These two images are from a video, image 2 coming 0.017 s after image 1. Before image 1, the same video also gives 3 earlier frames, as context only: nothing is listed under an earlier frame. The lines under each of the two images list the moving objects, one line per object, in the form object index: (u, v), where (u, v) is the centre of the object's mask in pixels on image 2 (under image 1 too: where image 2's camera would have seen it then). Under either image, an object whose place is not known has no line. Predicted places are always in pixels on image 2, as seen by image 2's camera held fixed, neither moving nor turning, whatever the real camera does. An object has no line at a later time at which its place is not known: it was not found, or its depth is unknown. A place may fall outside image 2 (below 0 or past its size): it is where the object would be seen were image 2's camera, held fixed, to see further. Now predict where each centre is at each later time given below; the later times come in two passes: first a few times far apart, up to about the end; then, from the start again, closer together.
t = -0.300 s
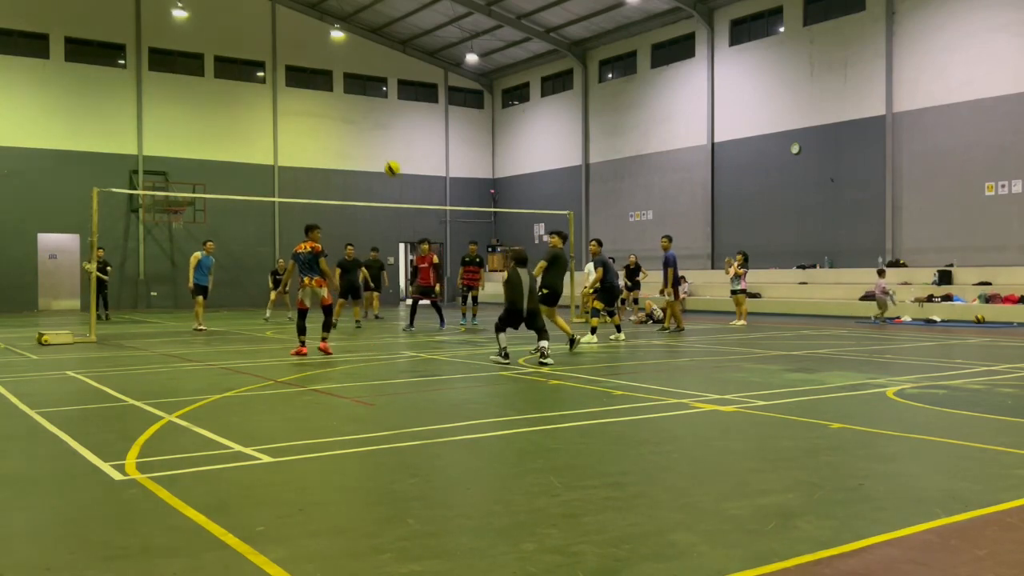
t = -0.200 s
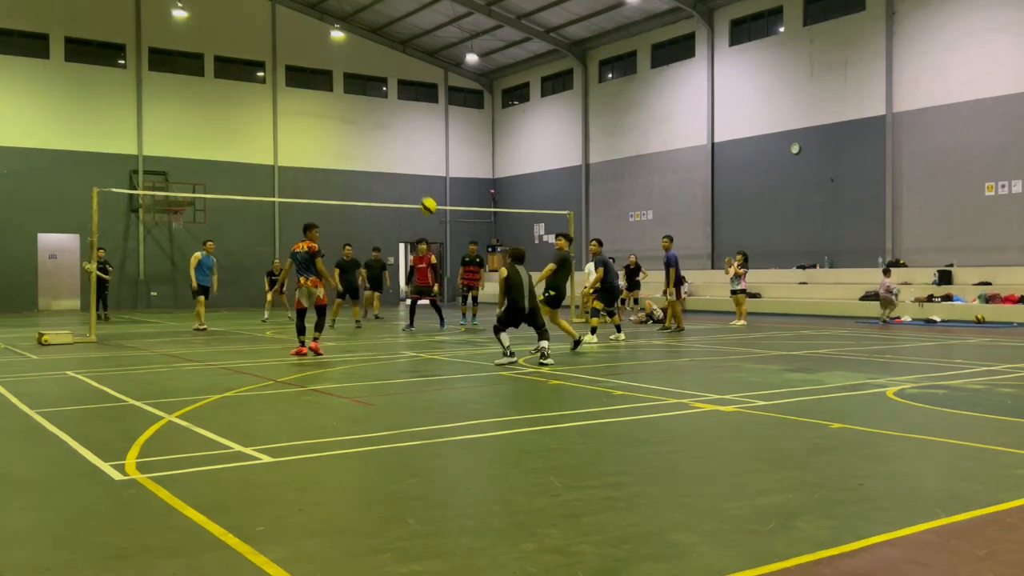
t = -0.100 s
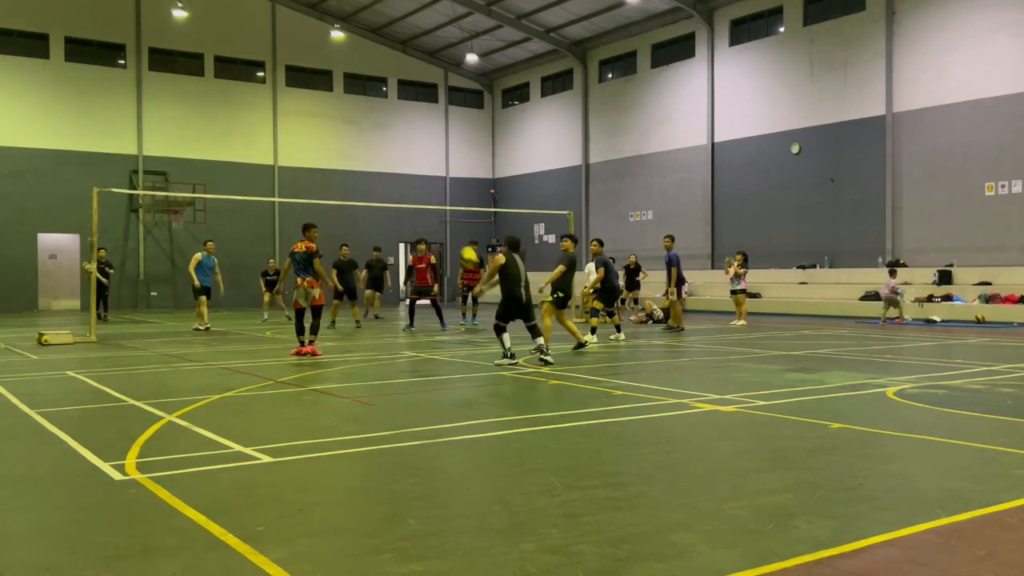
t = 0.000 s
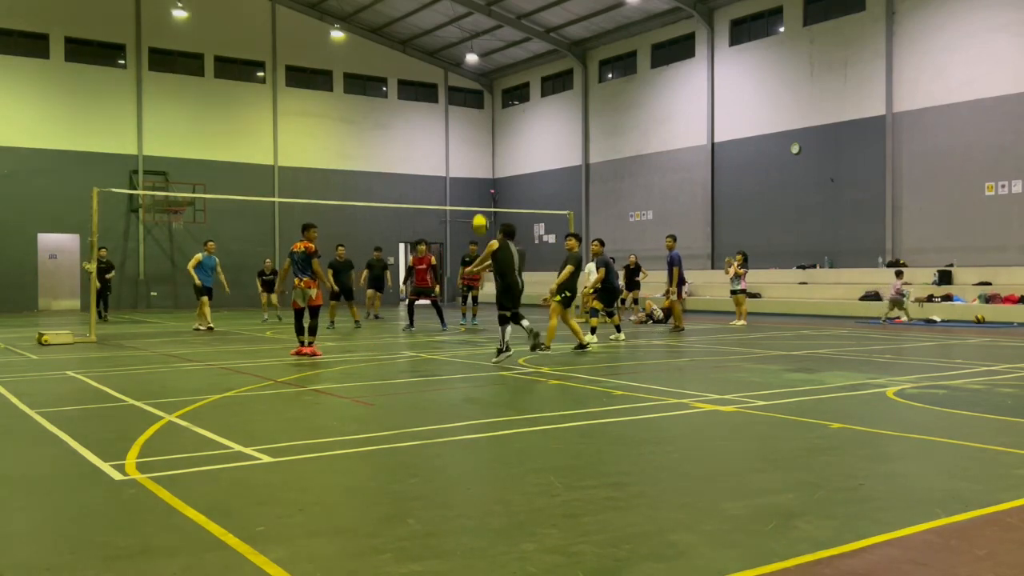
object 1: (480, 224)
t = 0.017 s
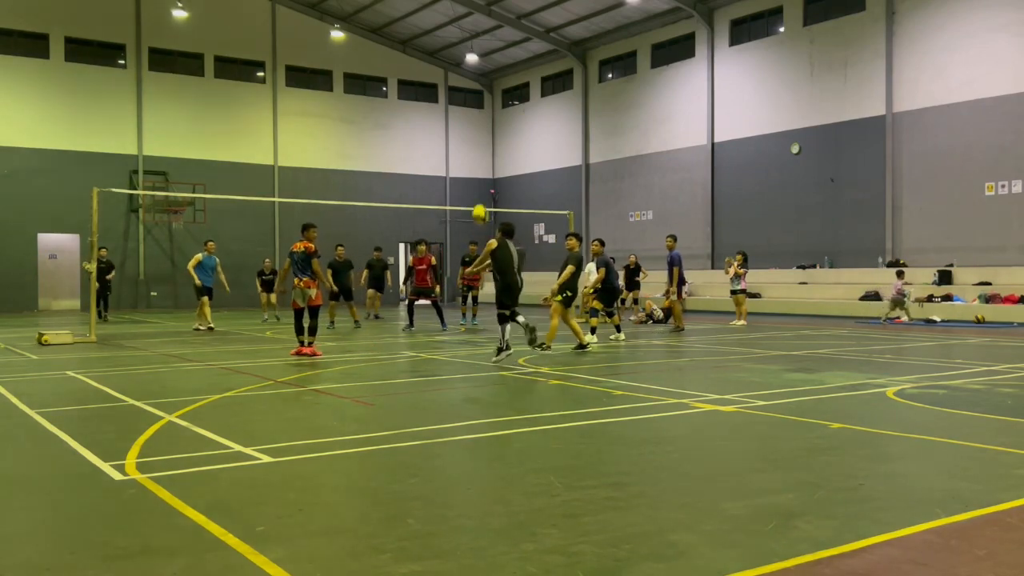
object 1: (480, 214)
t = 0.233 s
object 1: (480, 116)
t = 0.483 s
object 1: (484, 66)
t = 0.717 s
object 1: (488, 61)
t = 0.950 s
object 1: (493, 88)
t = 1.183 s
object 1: (498, 140)
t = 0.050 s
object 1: (480, 195)
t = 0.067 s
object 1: (480, 187)
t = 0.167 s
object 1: (480, 140)
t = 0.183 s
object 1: (480, 133)
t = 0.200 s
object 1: (480, 127)
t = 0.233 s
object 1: (480, 116)
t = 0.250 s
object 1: (480, 111)
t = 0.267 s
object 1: (481, 106)
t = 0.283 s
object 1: (481, 102)
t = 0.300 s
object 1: (481, 98)
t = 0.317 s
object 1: (482, 93)
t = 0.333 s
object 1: (482, 90)
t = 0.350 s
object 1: (481, 86)
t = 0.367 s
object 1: (482, 83)
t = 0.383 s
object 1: (482, 80)
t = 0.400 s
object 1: (483, 77)
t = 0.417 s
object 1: (483, 75)
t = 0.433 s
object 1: (483, 72)
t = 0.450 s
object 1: (483, 70)
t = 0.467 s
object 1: (483, 68)
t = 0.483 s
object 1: (484, 66)
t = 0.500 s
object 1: (484, 65)
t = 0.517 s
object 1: (485, 63)
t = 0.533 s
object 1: (485, 62)
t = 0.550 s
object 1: (485, 61)
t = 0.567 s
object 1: (486, 59)
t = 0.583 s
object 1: (486, 60)
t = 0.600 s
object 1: (486, 60)
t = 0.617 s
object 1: (486, 60)
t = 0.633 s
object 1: (486, 59)
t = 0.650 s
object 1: (487, 59)
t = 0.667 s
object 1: (487, 60)
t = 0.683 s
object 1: (487, 60)
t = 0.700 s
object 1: (488, 60)
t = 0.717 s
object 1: (488, 61)
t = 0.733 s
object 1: (488, 62)
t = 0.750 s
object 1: (488, 63)
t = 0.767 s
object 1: (489, 64)
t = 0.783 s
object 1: (490, 66)
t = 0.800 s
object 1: (490, 67)
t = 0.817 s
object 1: (490, 69)
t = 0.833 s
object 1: (491, 71)
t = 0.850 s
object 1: (491, 73)
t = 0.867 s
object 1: (491, 75)
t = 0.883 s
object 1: (492, 77)
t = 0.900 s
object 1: (492, 80)
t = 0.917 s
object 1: (492, 82)
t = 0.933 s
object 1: (493, 85)
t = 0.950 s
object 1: (493, 88)
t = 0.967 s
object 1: (493, 90)
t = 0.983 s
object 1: (494, 93)
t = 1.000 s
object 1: (494, 96)
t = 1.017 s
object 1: (494, 99)
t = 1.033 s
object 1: (495, 103)
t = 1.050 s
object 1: (496, 107)
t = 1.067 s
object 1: (495, 110)
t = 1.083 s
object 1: (496, 114)
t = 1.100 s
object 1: (496, 117)
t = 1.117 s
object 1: (497, 121)
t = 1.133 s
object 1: (497, 127)
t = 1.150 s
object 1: (497, 130)
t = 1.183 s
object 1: (498, 140)
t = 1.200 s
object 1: (499, 144)
